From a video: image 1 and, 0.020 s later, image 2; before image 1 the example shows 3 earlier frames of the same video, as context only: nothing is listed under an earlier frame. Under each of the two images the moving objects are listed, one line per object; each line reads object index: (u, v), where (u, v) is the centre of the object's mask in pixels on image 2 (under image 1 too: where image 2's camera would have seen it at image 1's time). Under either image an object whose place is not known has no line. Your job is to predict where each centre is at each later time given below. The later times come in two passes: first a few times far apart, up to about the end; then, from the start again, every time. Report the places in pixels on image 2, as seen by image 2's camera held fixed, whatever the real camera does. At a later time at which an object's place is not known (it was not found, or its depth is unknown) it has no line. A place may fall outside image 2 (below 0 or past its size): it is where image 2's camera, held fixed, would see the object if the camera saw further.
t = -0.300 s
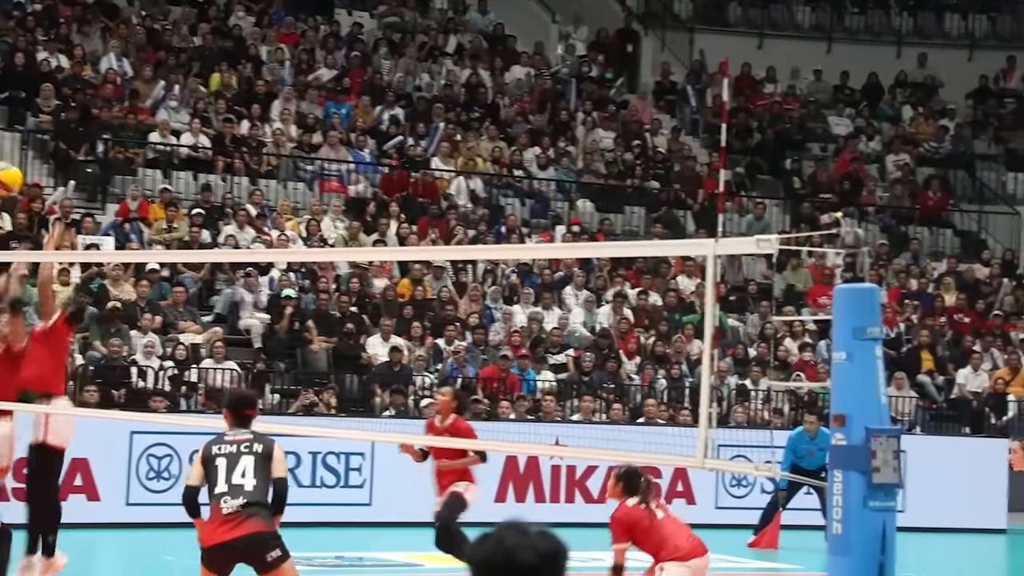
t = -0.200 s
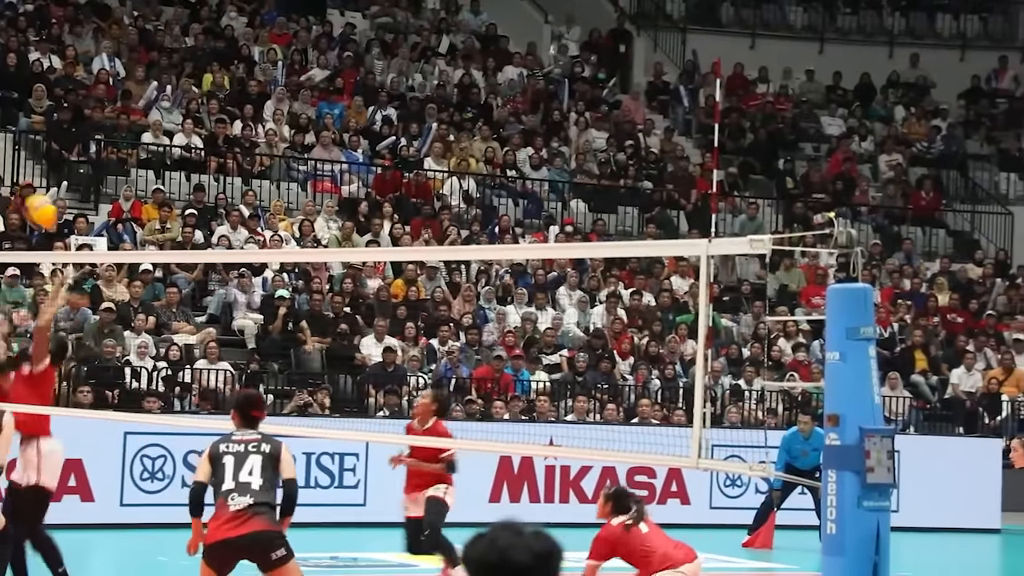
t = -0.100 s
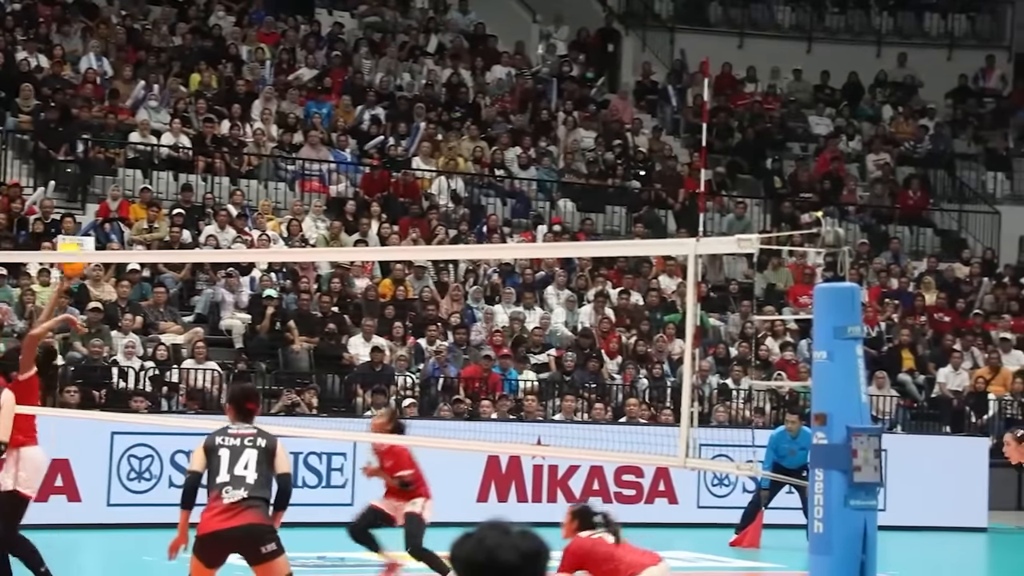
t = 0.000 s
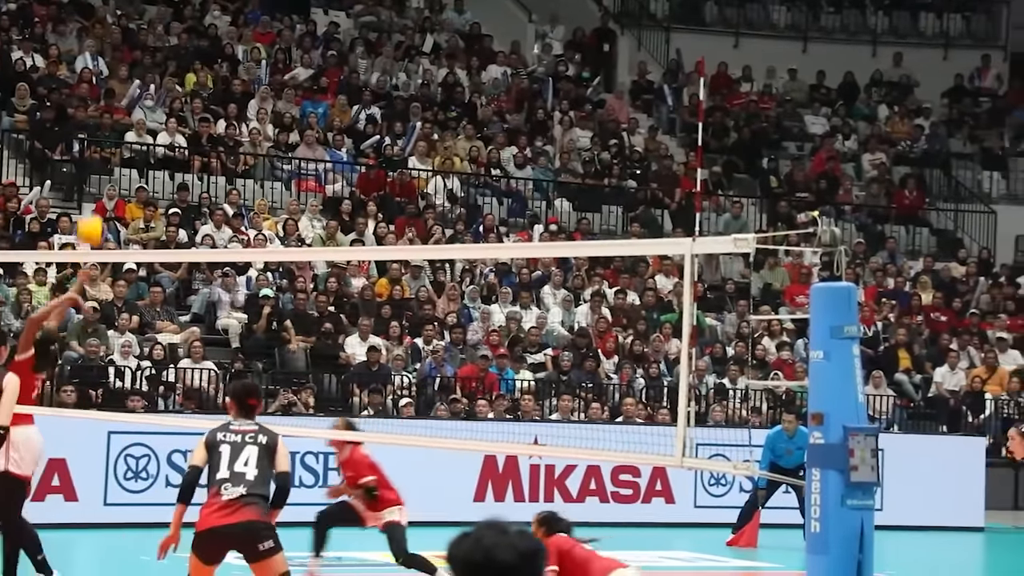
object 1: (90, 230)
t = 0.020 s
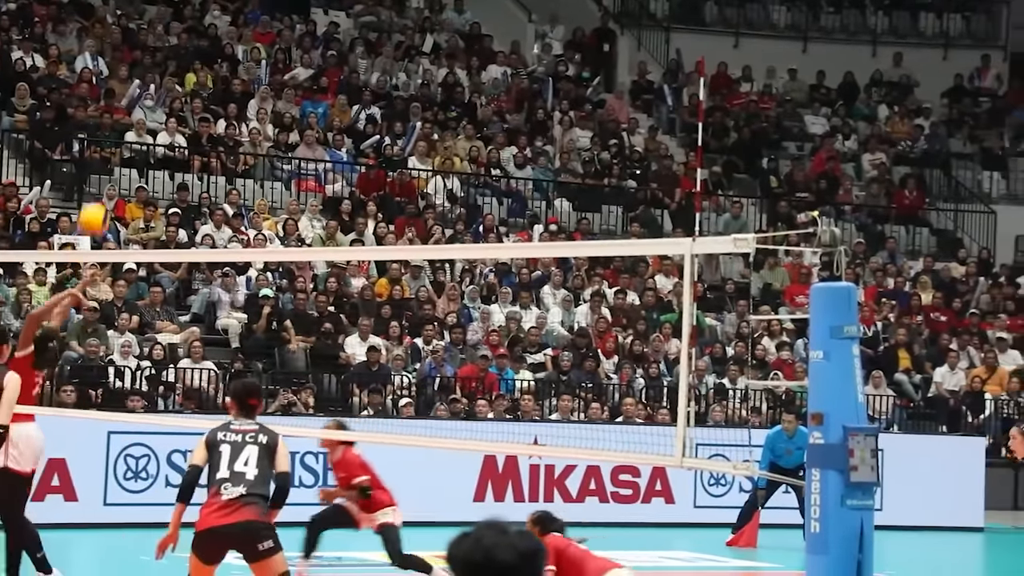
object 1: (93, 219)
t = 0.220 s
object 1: (121, 144)
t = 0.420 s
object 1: (146, 124)
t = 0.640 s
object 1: (171, 169)
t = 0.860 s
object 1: (188, 283)
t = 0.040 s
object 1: (96, 210)
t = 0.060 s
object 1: (100, 199)
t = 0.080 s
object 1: (102, 191)
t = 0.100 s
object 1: (105, 182)
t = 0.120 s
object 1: (108, 175)
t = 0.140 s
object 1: (110, 166)
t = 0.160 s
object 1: (113, 160)
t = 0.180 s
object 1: (116, 154)
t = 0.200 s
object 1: (118, 150)
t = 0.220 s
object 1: (121, 144)
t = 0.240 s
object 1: (124, 139)
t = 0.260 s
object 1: (126, 136)
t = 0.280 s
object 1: (129, 132)
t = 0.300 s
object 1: (132, 129)
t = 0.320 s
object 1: (134, 127)
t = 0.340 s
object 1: (136, 125)
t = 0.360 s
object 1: (139, 124)
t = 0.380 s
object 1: (142, 123)
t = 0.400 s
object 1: (144, 123)
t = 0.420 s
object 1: (146, 124)
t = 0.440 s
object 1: (147, 124)
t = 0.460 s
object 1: (149, 126)
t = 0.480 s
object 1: (151, 130)
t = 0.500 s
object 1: (156, 133)
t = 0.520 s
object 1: (158, 137)
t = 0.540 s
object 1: (160, 140)
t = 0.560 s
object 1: (162, 145)
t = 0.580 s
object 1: (164, 150)
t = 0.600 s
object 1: (165, 155)
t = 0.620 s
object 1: (168, 161)
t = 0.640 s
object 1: (171, 169)
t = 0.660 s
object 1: (173, 177)
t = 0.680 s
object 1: (175, 185)
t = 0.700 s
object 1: (176, 194)
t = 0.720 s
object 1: (178, 203)
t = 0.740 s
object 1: (180, 212)
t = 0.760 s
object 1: (181, 222)
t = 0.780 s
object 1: (182, 232)
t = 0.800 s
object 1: (183, 239)
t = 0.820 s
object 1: (188, 269)
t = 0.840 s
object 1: (188, 274)
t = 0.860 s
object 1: (188, 283)
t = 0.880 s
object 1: (191, 297)
